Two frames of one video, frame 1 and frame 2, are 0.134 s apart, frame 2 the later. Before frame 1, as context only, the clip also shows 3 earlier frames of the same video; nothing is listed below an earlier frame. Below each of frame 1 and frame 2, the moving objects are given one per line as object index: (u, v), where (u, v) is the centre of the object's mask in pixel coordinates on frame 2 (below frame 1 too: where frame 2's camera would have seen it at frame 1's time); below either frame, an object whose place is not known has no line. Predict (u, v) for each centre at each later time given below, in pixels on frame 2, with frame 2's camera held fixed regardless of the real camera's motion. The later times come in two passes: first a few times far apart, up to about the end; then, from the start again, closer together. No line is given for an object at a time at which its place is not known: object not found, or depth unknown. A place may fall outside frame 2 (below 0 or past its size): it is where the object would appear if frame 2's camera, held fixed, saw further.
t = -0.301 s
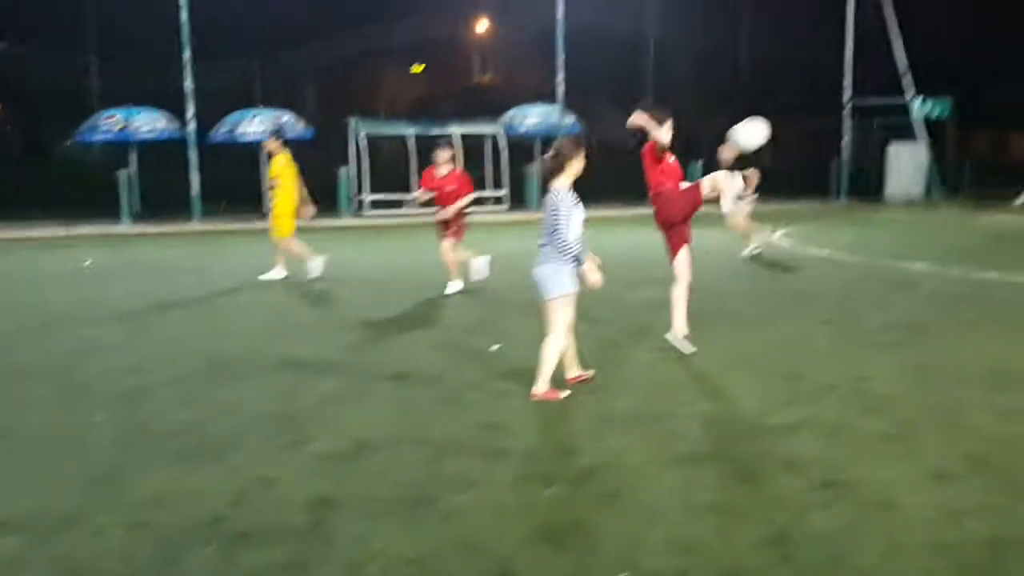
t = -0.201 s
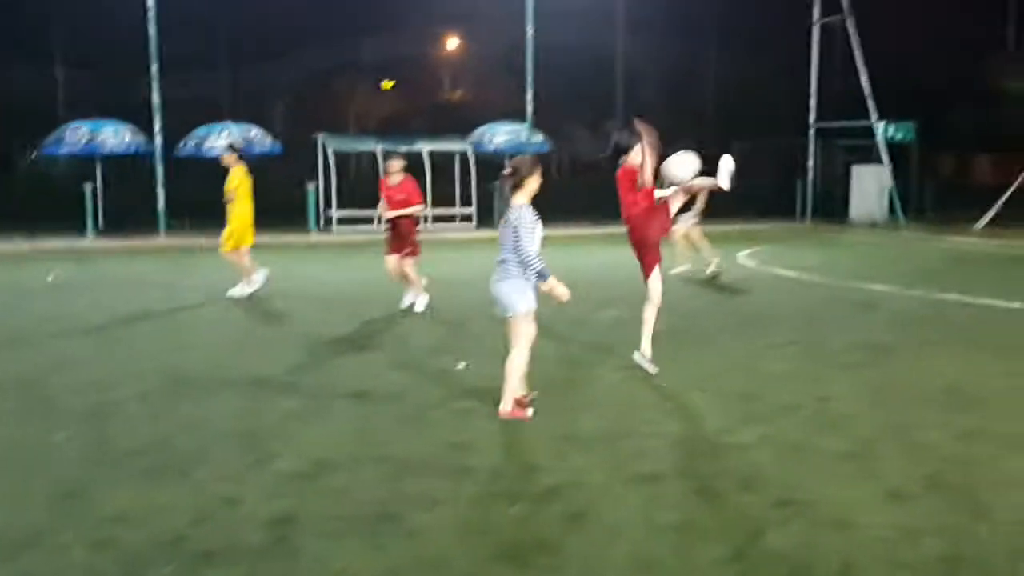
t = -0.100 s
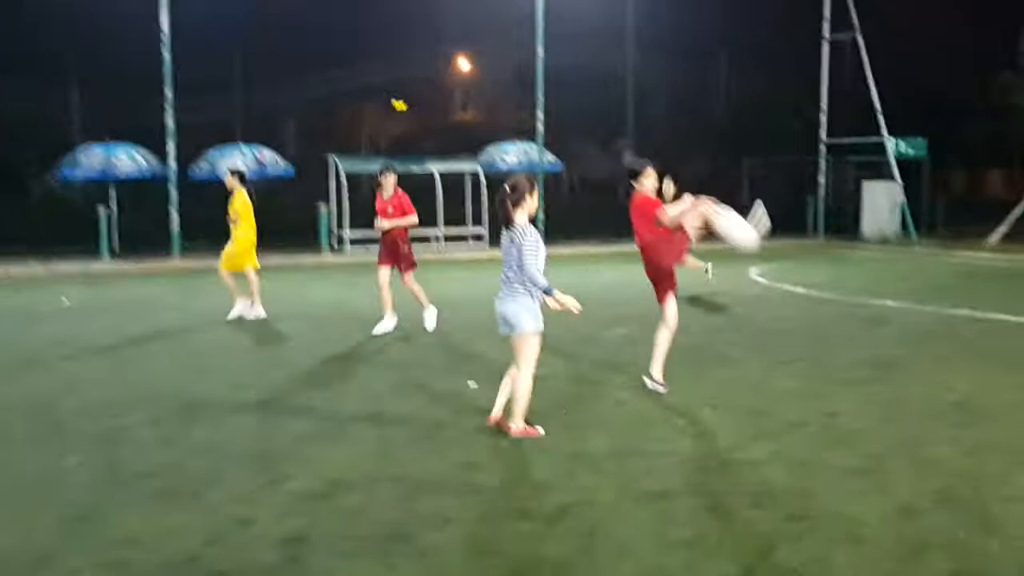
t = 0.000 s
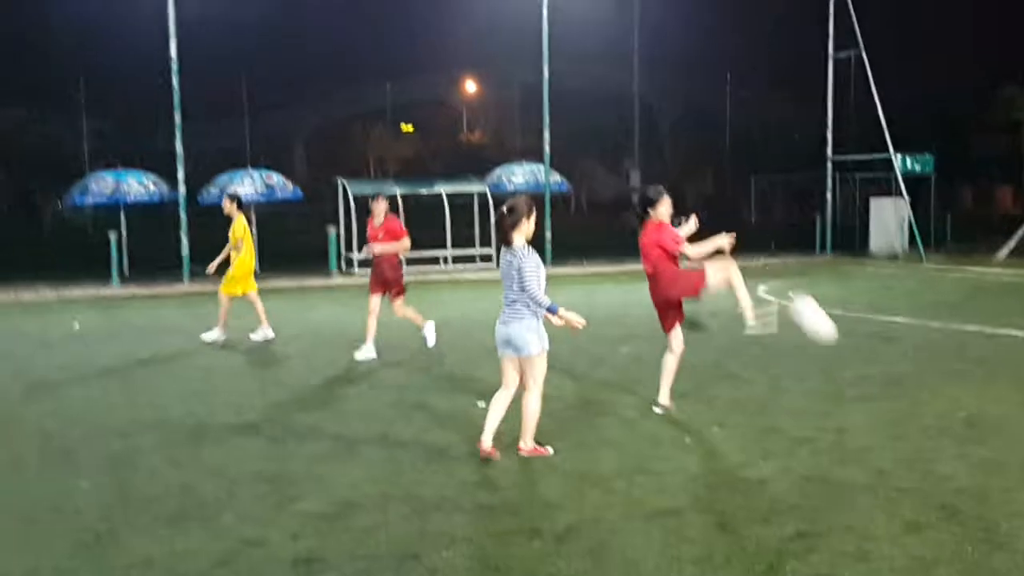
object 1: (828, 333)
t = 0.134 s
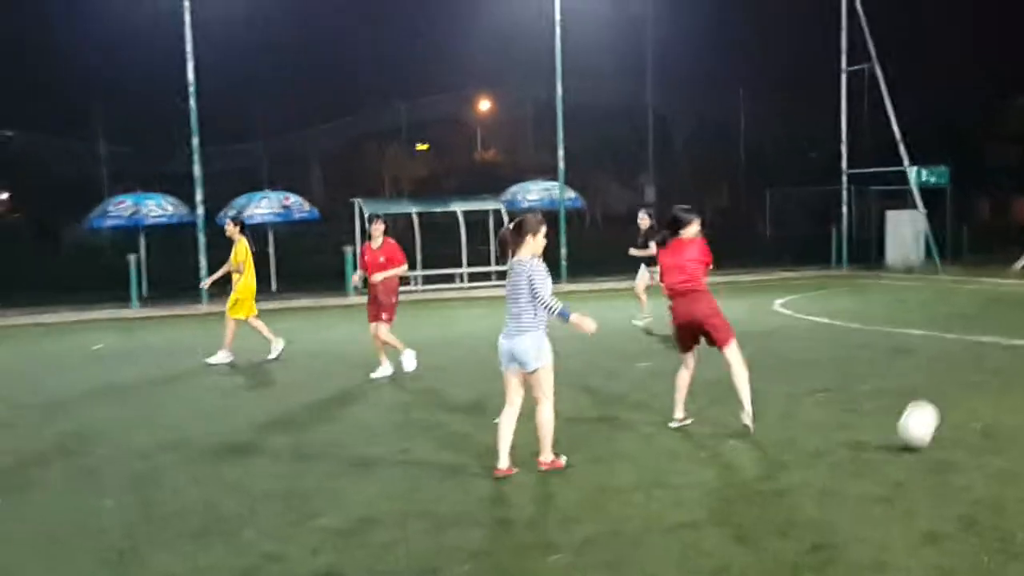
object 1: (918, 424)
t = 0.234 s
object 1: (935, 374)
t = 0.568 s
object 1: (986, 313)
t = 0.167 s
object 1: (924, 406)
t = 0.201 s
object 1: (929, 390)
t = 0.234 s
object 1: (935, 374)
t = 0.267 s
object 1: (941, 361)
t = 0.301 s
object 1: (945, 350)
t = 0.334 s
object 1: (950, 338)
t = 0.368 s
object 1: (951, 330)
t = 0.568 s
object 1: (986, 313)
